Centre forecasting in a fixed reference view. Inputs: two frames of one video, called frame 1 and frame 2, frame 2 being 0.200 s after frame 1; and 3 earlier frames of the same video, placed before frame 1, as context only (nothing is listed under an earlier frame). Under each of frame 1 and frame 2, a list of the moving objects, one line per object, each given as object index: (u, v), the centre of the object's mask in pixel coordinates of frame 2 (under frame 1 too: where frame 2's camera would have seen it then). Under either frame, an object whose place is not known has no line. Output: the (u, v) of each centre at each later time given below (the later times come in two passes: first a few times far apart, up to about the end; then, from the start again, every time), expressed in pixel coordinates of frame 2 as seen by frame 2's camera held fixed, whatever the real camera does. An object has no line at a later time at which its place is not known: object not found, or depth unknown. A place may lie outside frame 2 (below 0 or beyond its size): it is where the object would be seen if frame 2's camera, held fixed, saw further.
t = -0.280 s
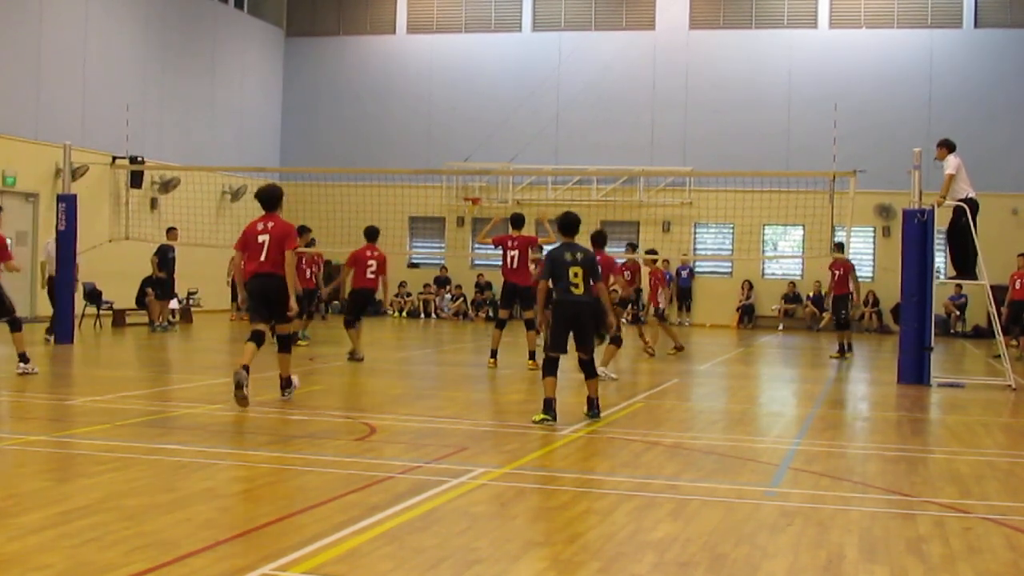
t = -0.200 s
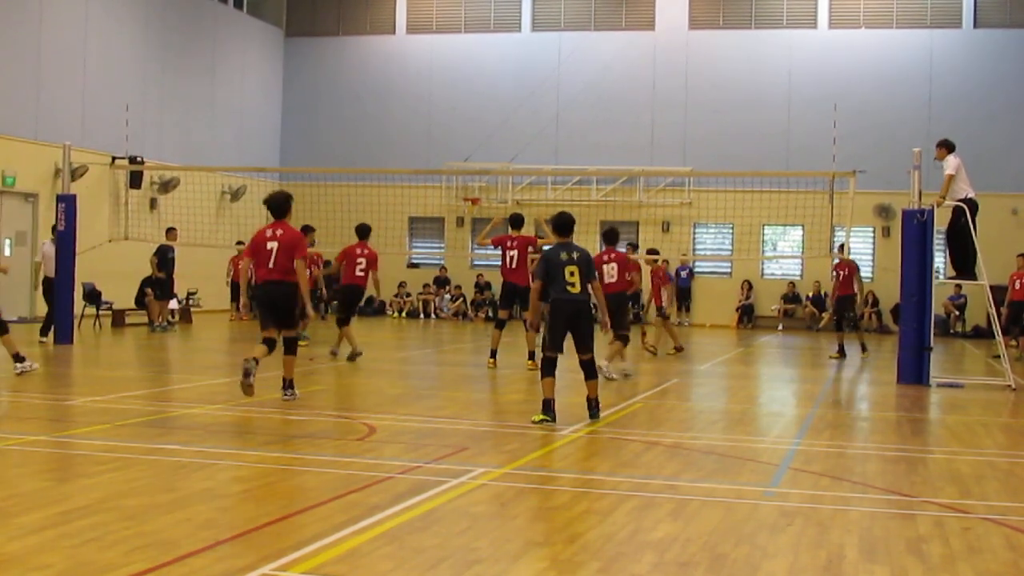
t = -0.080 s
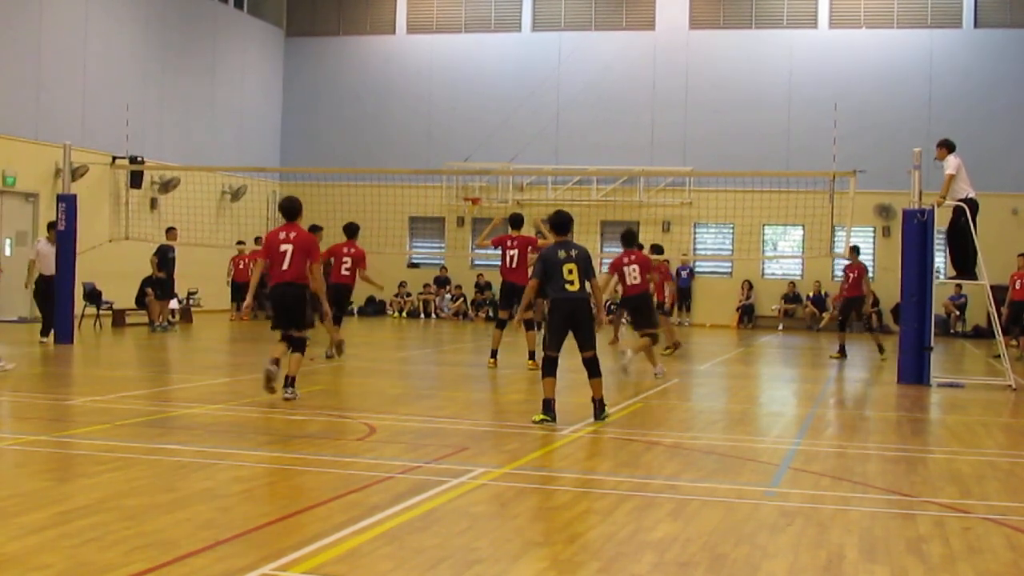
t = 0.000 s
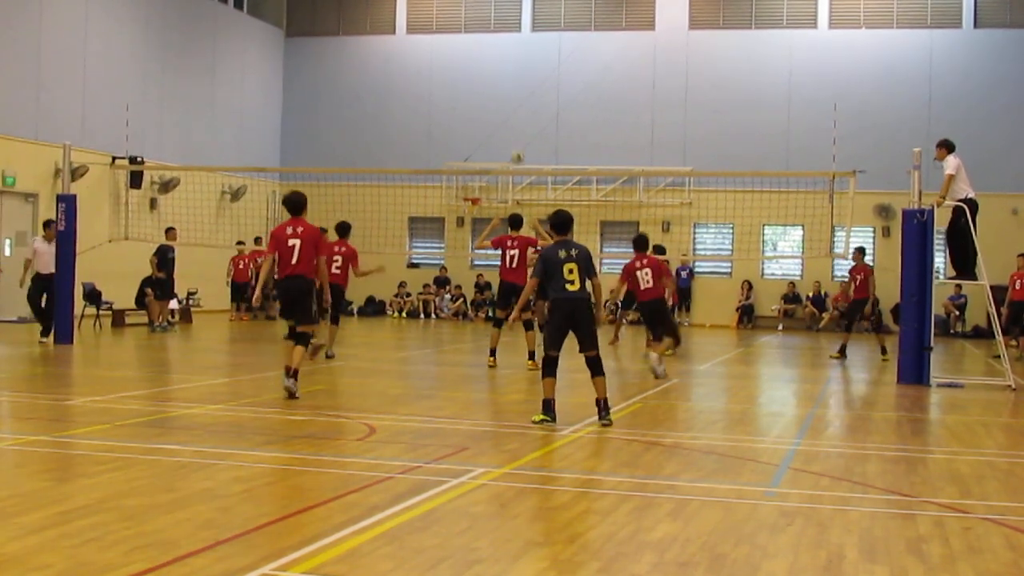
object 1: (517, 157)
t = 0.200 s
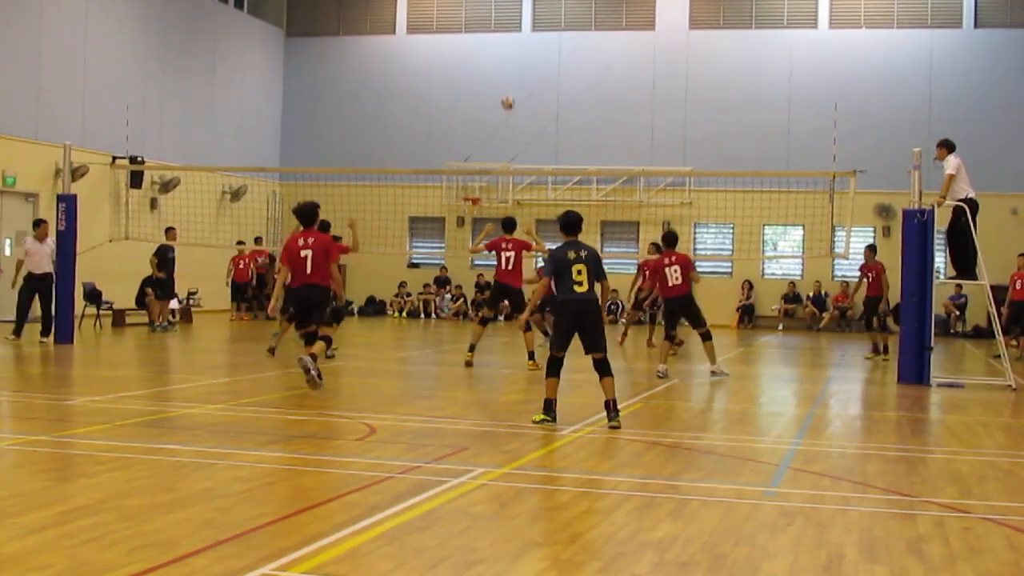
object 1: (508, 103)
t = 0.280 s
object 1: (503, 88)
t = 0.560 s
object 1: (488, 68)
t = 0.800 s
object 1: (473, 90)
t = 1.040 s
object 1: (456, 149)
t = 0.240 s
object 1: (505, 95)
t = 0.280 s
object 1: (503, 88)
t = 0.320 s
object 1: (502, 82)
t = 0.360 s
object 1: (500, 77)
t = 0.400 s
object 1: (497, 73)
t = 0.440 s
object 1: (495, 70)
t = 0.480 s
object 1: (492, 69)
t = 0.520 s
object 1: (490, 68)
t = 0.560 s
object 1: (488, 68)
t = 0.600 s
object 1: (486, 69)
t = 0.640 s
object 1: (483, 71)
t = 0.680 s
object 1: (481, 73)
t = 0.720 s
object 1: (478, 78)
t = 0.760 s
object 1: (476, 84)
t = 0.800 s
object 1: (473, 90)
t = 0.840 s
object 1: (470, 97)
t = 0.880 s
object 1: (467, 106)
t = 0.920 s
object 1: (465, 114)
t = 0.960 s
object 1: (462, 126)
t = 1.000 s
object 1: (459, 137)
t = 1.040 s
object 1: (456, 149)
